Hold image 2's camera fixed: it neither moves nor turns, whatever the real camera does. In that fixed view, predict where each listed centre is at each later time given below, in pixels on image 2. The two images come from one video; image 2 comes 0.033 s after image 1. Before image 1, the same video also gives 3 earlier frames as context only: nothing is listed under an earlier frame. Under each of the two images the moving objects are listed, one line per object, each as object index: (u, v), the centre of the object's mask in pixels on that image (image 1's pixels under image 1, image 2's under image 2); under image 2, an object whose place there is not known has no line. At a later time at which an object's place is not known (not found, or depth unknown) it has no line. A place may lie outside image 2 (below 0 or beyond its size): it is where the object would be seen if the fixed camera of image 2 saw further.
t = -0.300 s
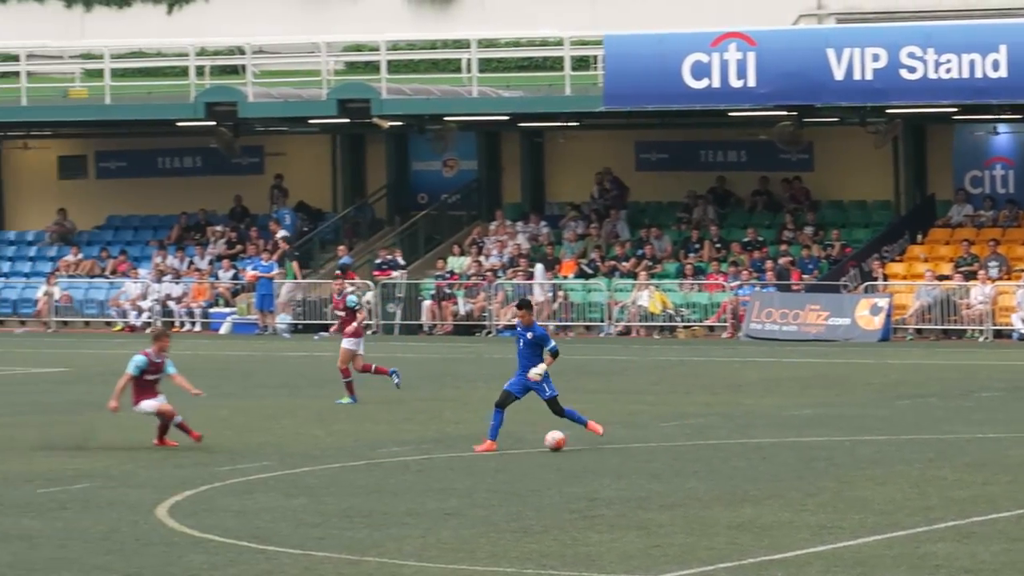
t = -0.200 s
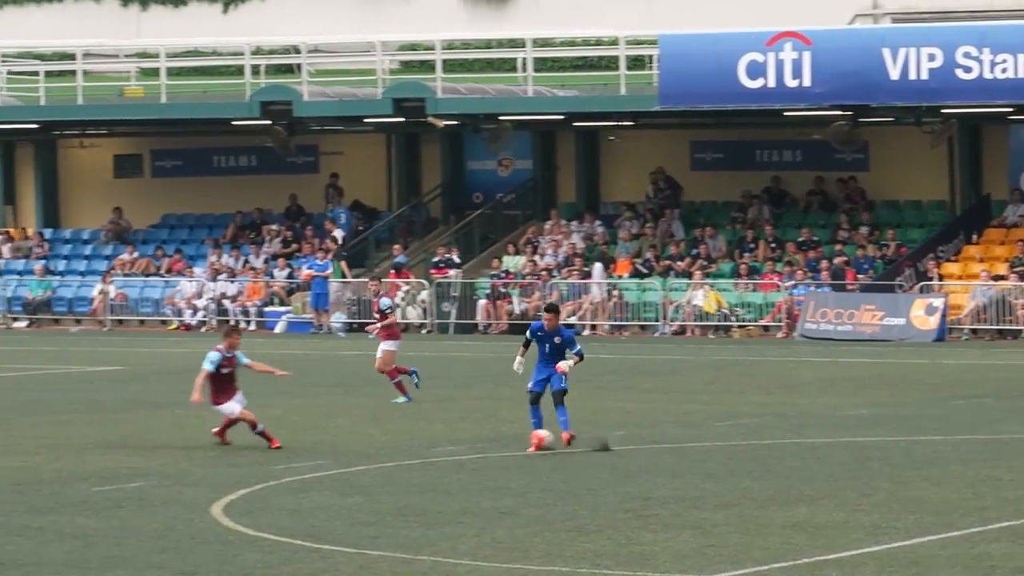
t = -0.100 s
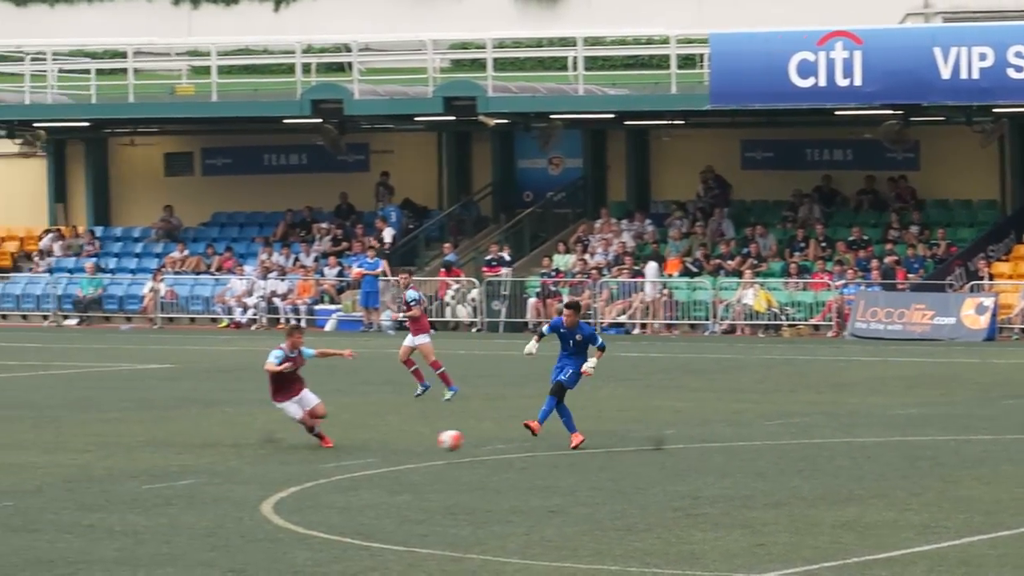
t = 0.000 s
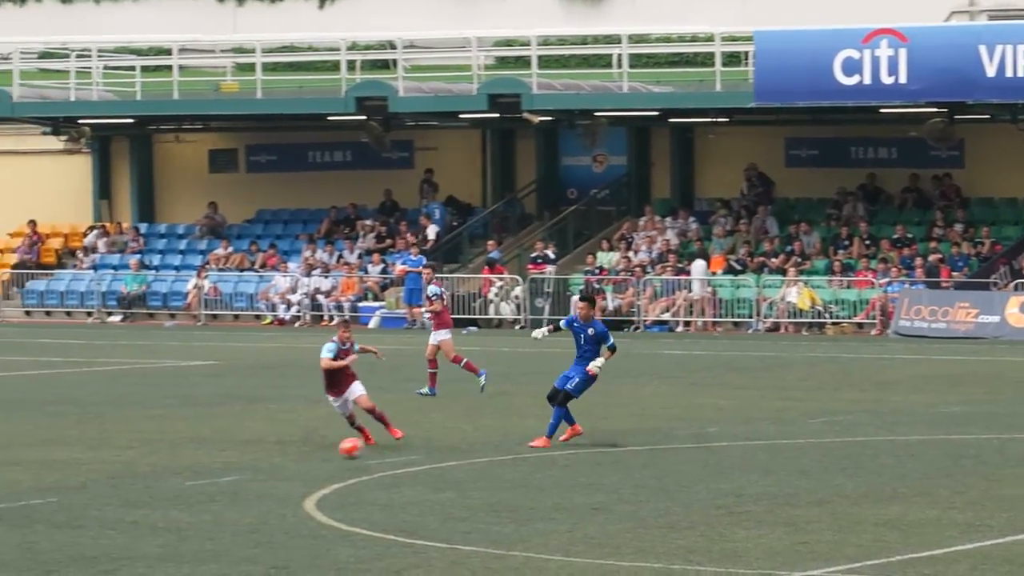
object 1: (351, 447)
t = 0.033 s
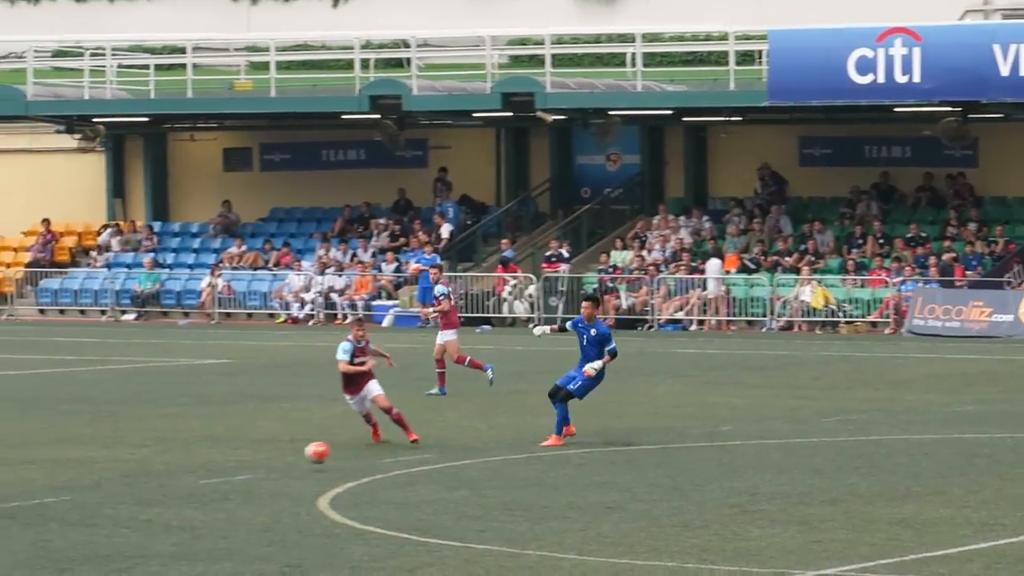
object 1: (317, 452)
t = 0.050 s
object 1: (293, 455)
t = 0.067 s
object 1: (269, 459)
